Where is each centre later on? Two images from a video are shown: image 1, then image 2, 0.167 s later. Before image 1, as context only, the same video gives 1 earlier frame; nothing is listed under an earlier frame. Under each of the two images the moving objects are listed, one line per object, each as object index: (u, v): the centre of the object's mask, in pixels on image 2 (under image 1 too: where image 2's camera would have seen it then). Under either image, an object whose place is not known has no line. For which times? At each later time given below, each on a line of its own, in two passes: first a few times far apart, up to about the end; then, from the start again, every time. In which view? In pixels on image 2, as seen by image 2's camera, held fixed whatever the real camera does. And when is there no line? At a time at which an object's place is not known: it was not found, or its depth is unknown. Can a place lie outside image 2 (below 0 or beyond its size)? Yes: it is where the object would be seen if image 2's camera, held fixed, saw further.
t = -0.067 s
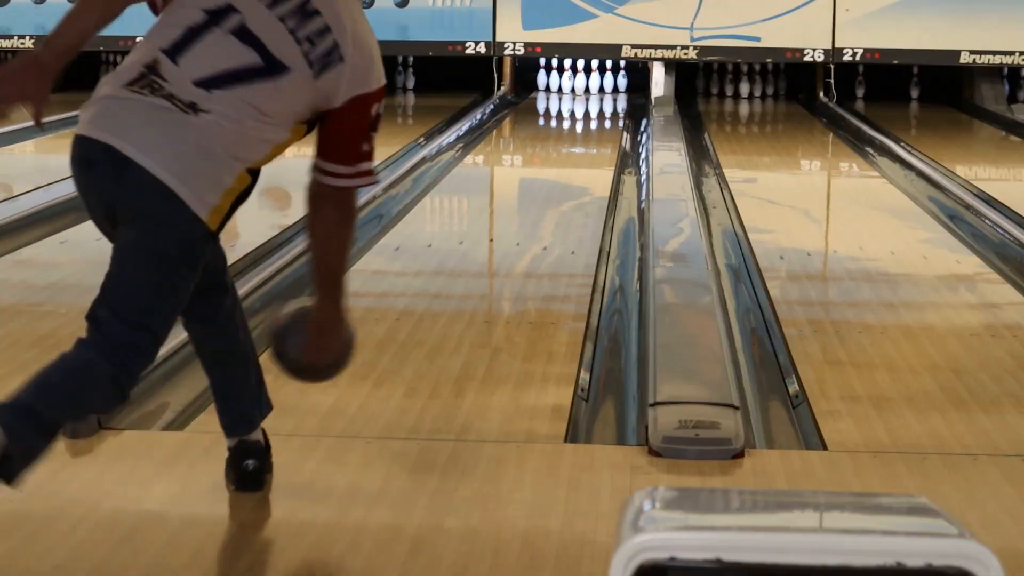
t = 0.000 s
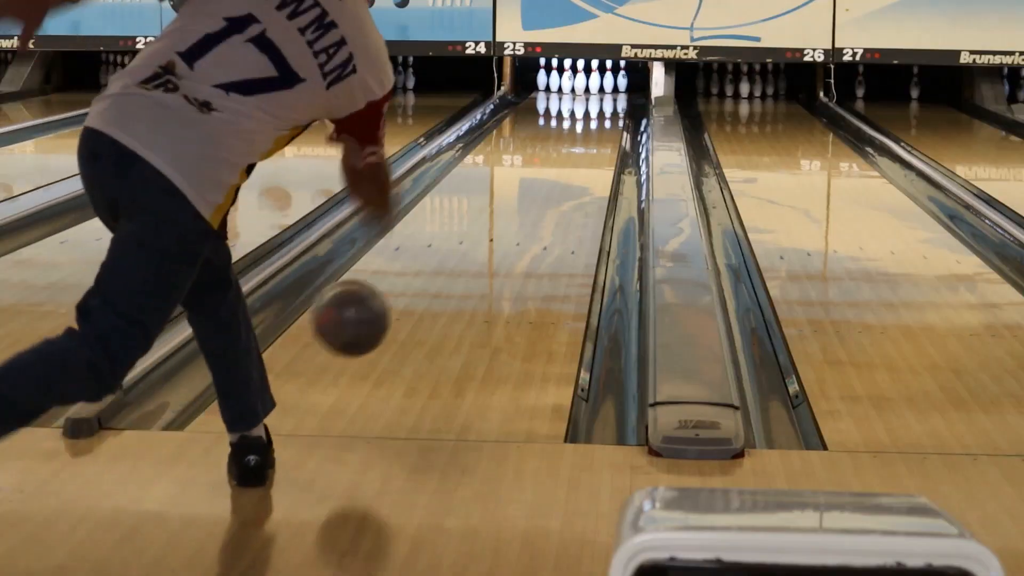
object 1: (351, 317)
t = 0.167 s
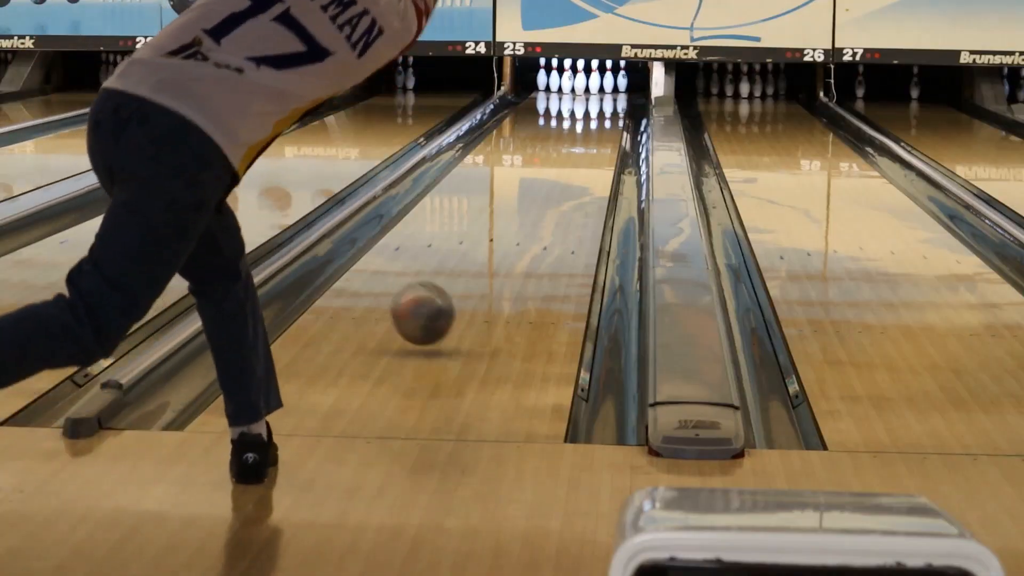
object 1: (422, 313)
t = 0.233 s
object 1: (445, 296)
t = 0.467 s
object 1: (502, 238)
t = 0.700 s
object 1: (540, 199)
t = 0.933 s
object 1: (567, 168)
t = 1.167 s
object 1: (585, 147)
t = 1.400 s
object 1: (596, 129)
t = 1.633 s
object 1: (604, 115)
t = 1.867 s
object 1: (606, 104)
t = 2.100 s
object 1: (601, 94)
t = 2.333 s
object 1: (592, 86)
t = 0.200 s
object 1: (434, 309)
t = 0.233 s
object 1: (445, 296)
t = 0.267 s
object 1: (454, 287)
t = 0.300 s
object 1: (463, 278)
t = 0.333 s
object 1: (472, 269)
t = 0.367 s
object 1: (480, 261)
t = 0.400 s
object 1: (488, 253)
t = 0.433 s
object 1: (495, 246)
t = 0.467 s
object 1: (502, 238)
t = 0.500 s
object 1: (508, 232)
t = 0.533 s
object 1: (515, 226)
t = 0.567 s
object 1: (520, 220)
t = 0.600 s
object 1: (526, 214)
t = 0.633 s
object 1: (531, 209)
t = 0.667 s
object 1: (536, 204)
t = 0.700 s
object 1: (540, 199)
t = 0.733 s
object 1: (544, 194)
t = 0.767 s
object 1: (549, 189)
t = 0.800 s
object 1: (553, 184)
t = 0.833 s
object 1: (556, 180)
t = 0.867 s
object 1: (560, 176)
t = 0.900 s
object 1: (563, 172)
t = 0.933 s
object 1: (567, 168)
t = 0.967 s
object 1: (570, 165)
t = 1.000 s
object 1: (572, 162)
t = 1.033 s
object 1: (575, 158)
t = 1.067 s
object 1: (578, 155)
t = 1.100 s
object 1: (580, 152)
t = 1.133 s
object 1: (582, 149)
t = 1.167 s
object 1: (585, 147)
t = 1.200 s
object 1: (587, 143)
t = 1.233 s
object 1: (589, 141)
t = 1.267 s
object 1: (590, 138)
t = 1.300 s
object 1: (591, 136)
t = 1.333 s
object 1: (594, 133)
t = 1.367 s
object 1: (595, 132)
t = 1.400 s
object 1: (596, 129)
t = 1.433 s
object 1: (597, 127)
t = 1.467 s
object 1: (598, 125)
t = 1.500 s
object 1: (600, 123)
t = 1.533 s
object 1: (601, 121)
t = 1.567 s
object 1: (602, 119)
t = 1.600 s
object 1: (604, 117)
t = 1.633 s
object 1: (604, 115)
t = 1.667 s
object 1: (605, 113)
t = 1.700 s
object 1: (606, 112)
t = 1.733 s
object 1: (605, 110)
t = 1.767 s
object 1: (606, 108)
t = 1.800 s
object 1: (606, 107)
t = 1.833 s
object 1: (606, 105)
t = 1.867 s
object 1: (606, 104)
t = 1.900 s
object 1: (606, 102)
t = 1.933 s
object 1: (605, 101)
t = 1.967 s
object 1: (604, 99)
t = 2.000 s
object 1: (604, 98)
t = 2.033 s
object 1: (603, 96)
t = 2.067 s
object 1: (602, 95)
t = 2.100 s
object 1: (601, 94)
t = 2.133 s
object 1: (599, 93)
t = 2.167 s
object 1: (598, 92)
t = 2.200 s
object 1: (596, 91)
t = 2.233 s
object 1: (595, 89)
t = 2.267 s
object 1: (594, 88)
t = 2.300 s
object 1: (592, 87)
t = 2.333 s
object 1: (592, 86)
